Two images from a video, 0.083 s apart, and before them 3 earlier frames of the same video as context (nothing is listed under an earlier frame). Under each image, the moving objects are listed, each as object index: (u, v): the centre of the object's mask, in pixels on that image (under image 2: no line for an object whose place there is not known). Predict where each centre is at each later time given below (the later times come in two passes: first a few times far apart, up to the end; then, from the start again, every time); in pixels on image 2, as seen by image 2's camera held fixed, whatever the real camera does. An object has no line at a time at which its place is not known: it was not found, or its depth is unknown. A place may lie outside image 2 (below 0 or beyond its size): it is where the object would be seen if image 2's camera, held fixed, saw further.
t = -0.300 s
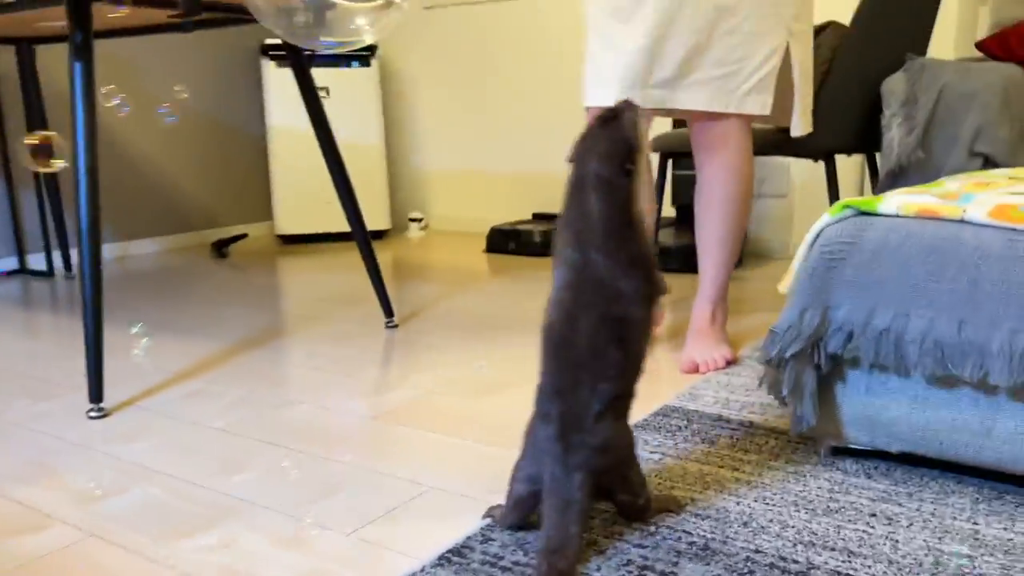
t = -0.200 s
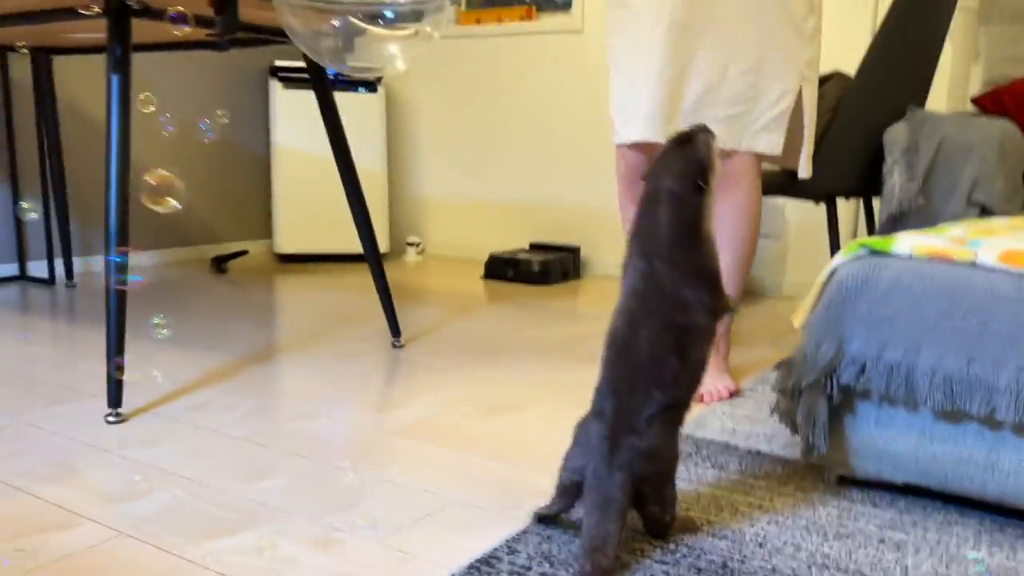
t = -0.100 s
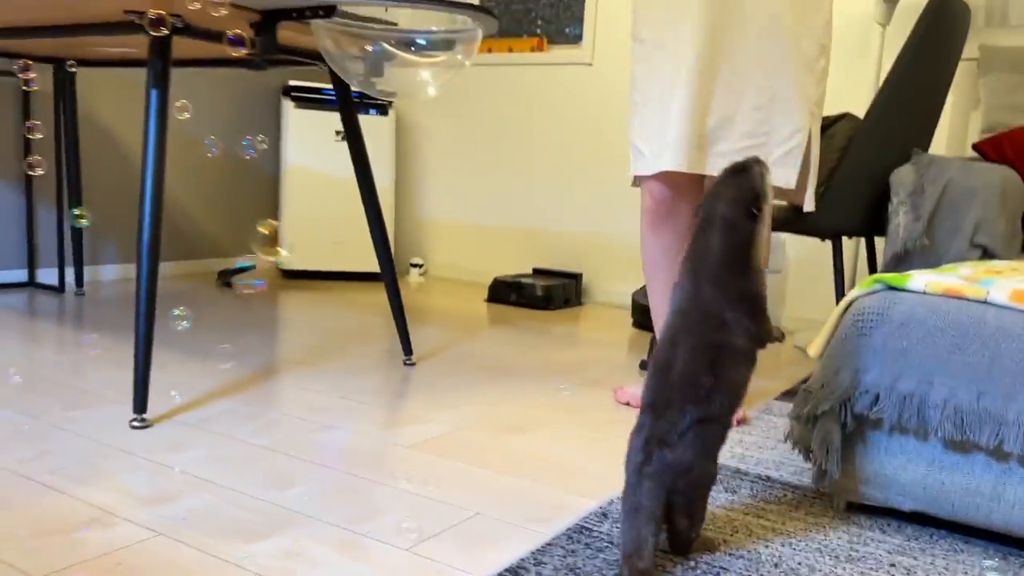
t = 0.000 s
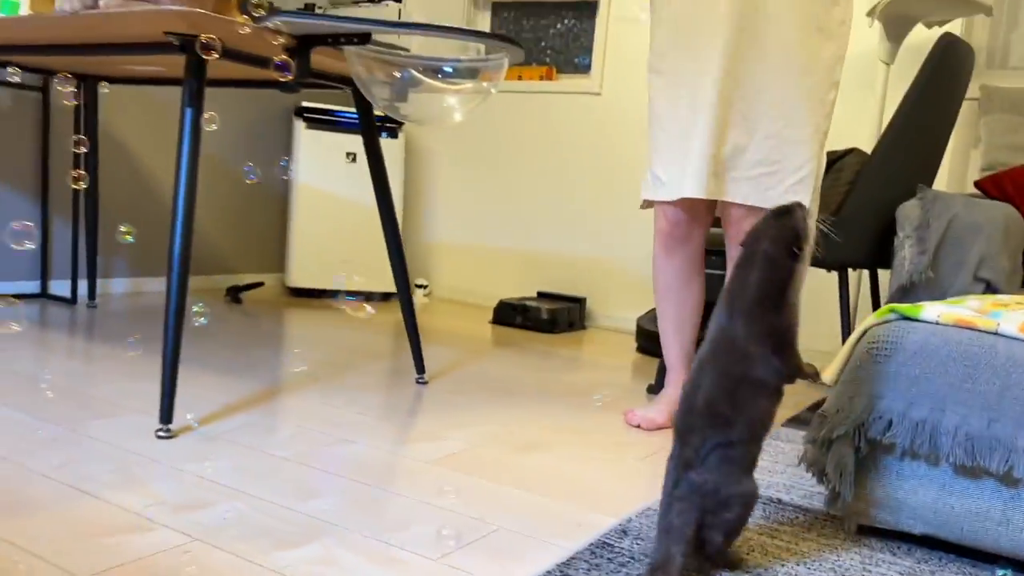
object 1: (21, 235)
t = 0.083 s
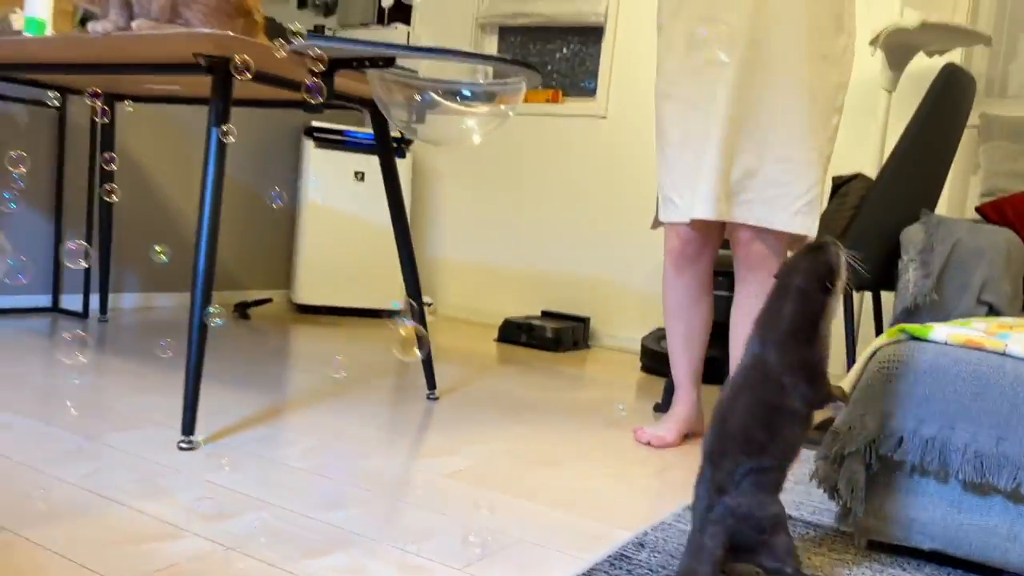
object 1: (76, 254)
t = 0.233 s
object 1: (127, 258)
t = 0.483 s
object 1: (165, 260)
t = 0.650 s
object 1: (125, 283)
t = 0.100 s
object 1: (84, 255)
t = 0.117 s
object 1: (91, 256)
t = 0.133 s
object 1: (98, 257)
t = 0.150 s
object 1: (103, 257)
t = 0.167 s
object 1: (110, 257)
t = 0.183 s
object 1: (114, 258)
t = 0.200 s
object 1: (118, 258)
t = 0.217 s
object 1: (122, 258)
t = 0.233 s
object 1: (127, 258)
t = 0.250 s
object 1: (130, 258)
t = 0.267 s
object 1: (134, 258)
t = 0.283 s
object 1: (138, 257)
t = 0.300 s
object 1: (142, 256)
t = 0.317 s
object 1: (145, 256)
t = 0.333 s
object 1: (149, 255)
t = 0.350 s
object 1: (152, 255)
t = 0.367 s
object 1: (156, 255)
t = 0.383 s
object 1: (158, 256)
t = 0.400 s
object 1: (159, 257)
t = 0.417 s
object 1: (161, 257)
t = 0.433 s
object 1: (163, 258)
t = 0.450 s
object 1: (164, 259)
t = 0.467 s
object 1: (165, 259)
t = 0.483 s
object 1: (165, 260)
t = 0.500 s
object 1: (164, 262)
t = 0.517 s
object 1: (162, 263)
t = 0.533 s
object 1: (160, 264)
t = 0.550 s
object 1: (158, 266)
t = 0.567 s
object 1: (155, 268)
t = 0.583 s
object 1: (151, 270)
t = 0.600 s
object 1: (144, 273)
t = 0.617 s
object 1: (139, 276)
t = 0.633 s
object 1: (133, 279)
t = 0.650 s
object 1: (125, 283)
